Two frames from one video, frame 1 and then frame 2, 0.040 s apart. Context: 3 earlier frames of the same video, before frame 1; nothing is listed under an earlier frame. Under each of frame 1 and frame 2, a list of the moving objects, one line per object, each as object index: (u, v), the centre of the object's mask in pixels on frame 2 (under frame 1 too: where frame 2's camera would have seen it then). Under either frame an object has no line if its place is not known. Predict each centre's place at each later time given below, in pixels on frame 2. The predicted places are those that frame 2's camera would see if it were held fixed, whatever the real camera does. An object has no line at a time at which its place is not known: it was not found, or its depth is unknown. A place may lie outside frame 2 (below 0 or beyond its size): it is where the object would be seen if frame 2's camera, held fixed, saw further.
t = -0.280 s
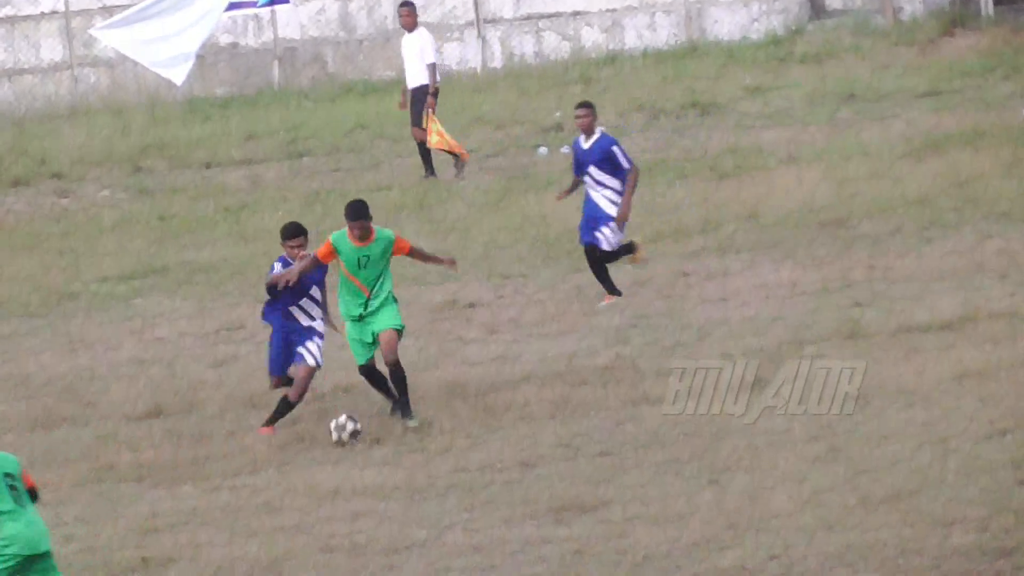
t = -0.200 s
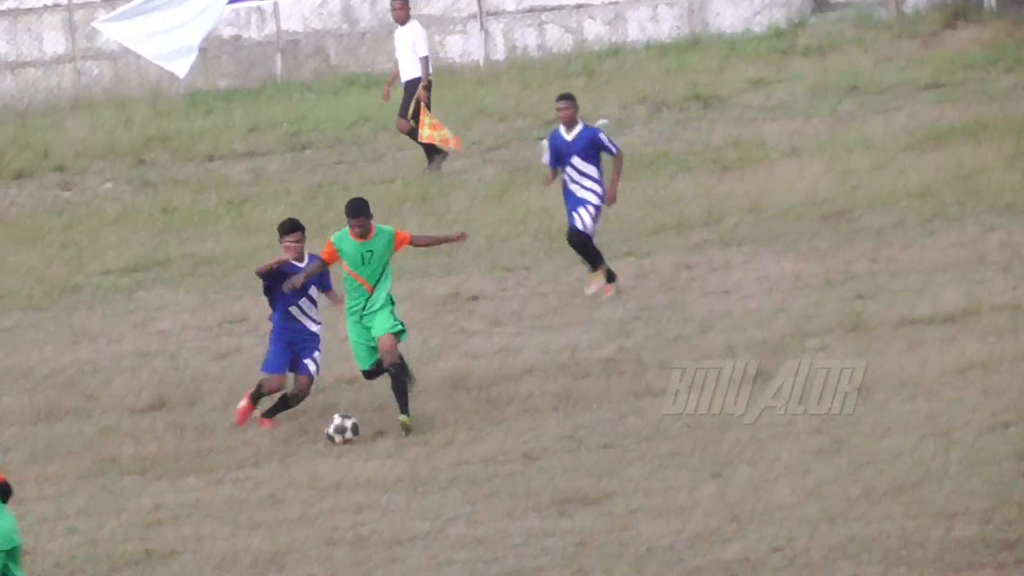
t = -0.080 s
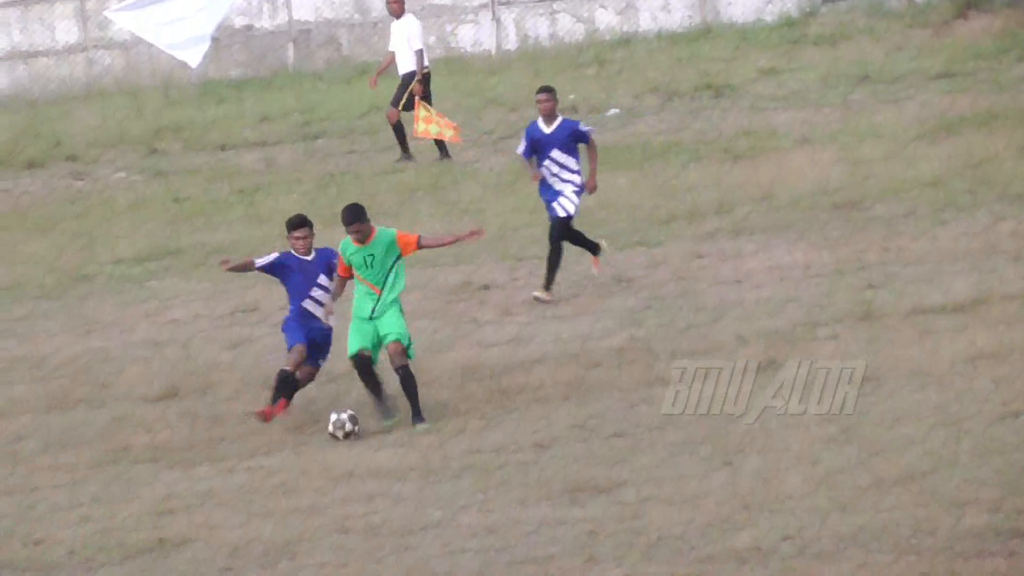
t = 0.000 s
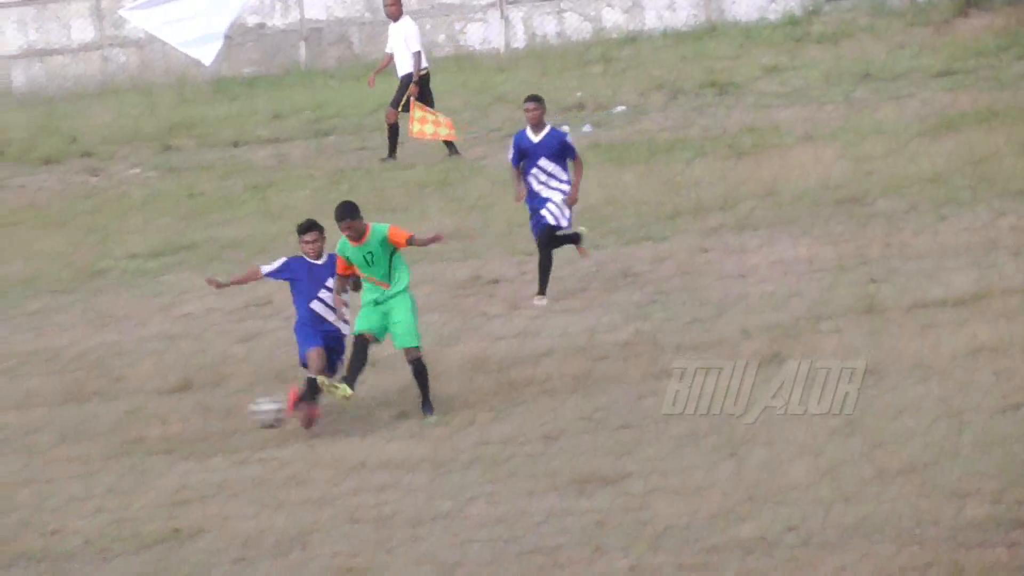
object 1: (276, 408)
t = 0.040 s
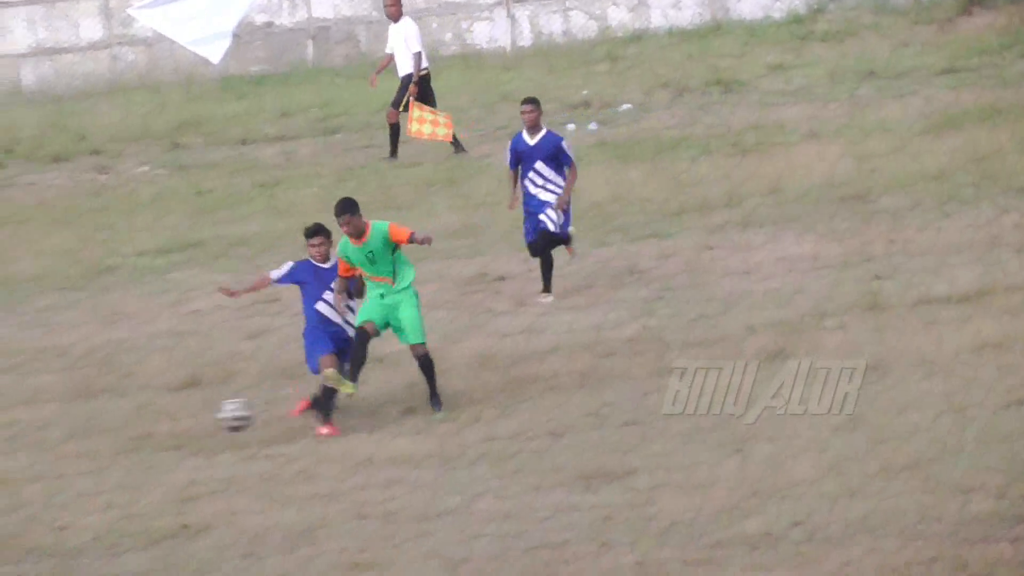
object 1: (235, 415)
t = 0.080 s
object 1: (193, 424)
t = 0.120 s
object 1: (149, 435)
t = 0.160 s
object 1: (103, 451)
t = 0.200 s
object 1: (61, 466)
